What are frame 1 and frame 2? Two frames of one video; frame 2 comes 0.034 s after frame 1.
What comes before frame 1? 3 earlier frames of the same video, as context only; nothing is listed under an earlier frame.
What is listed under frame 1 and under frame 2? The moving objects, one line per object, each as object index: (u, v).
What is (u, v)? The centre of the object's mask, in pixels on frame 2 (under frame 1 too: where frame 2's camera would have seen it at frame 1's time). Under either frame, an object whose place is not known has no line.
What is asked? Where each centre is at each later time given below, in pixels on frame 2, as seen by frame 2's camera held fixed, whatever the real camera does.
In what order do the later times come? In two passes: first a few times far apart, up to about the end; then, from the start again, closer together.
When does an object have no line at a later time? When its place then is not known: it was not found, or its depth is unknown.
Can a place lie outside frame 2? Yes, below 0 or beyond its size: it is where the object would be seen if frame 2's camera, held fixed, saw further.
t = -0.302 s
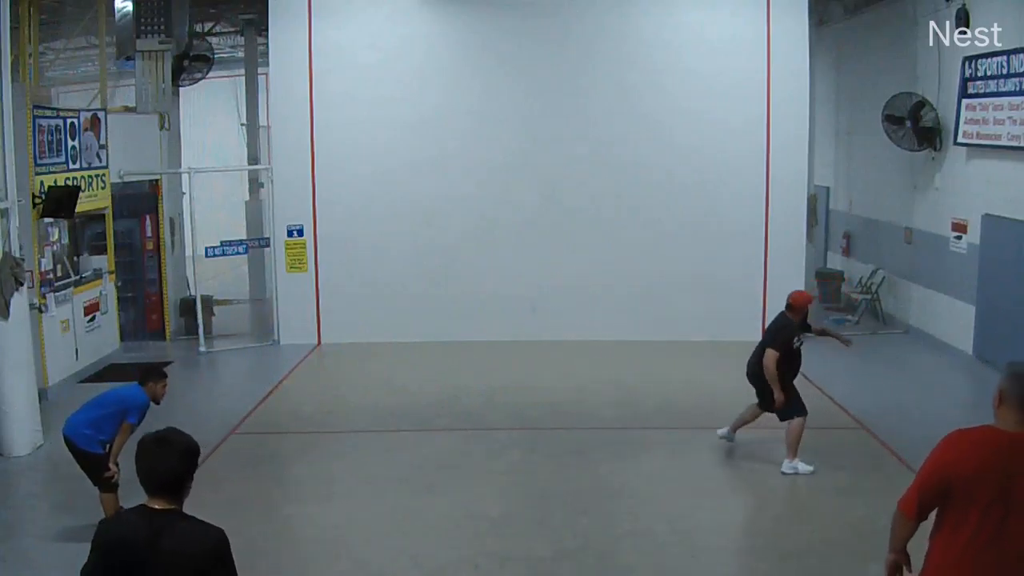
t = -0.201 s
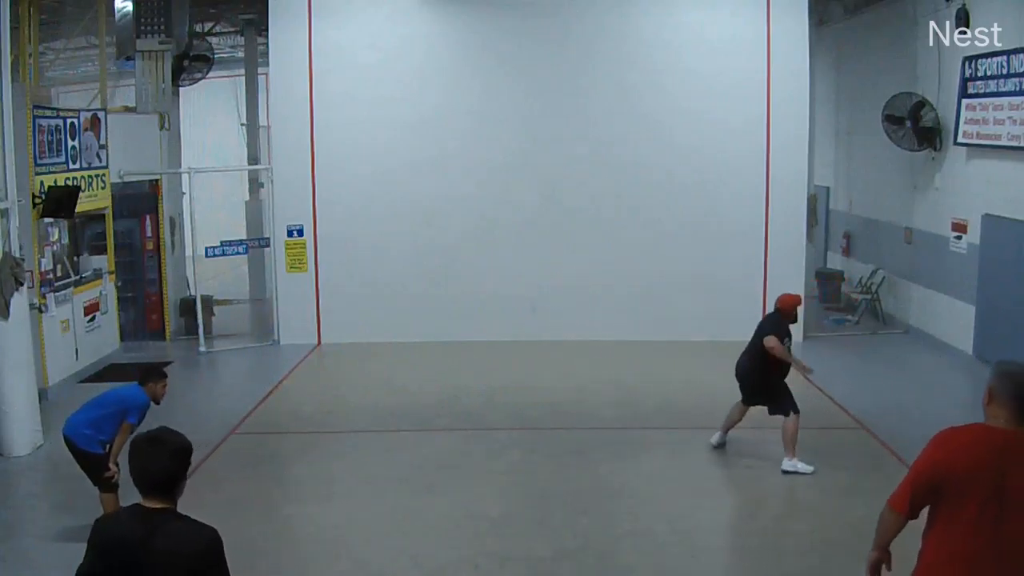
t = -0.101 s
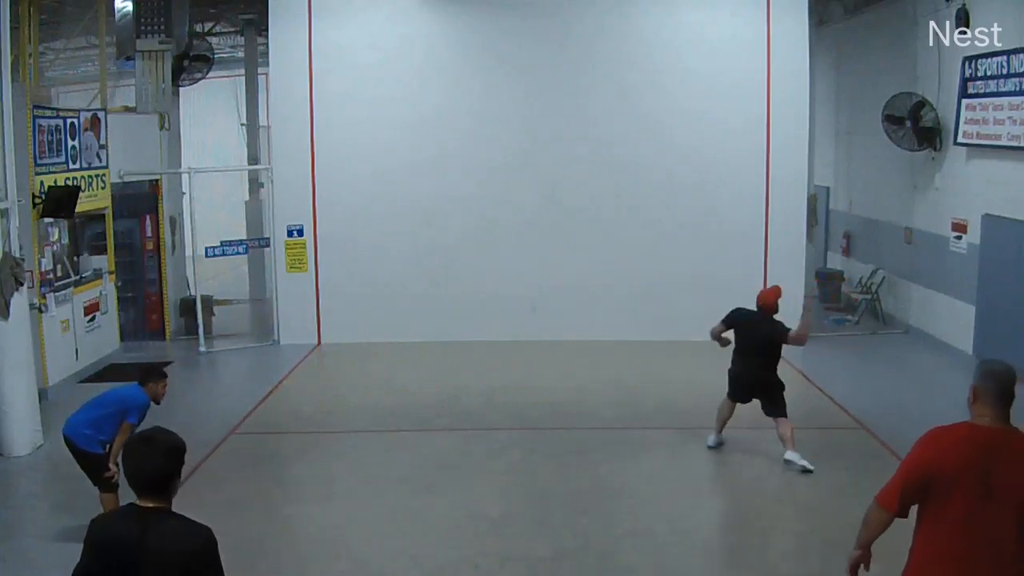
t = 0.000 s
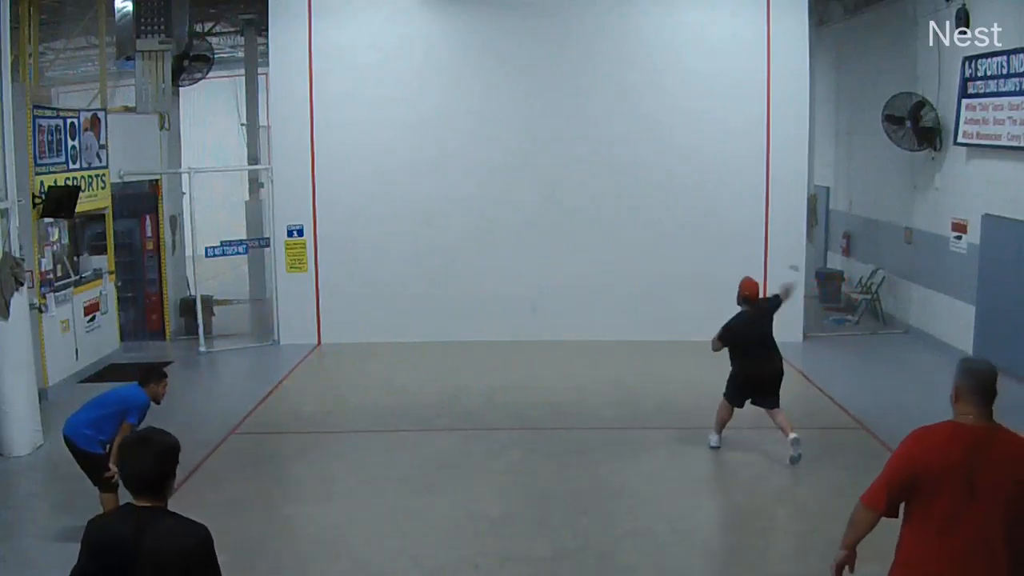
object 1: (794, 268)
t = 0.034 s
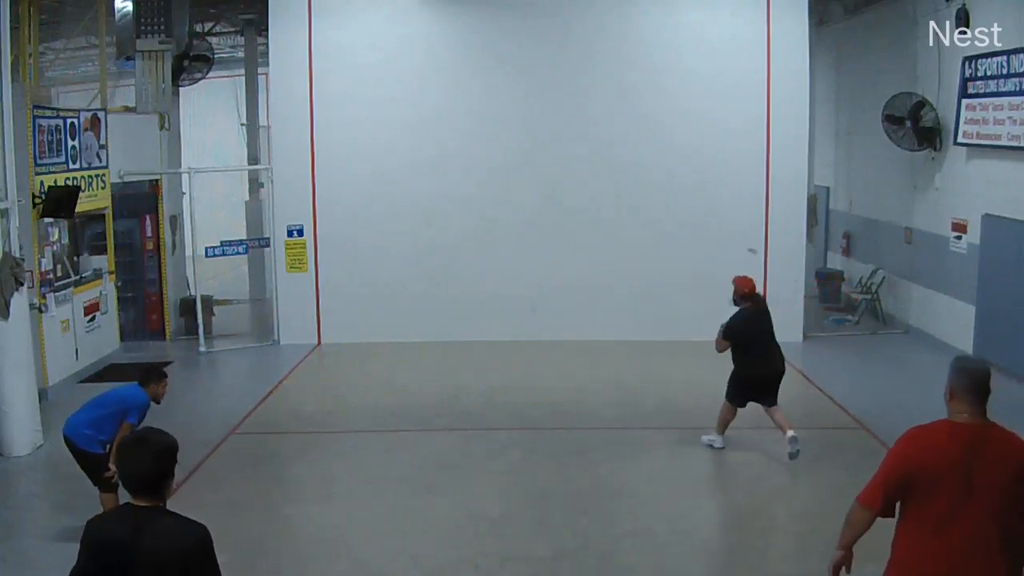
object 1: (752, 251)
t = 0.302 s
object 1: (590, 222)
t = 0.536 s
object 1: (515, 313)
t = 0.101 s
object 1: (684, 226)
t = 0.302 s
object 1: (590, 222)
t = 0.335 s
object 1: (581, 229)
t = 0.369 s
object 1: (572, 238)
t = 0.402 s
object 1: (562, 250)
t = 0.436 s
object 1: (551, 262)
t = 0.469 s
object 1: (540, 277)
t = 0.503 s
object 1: (528, 294)
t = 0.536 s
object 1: (515, 313)
